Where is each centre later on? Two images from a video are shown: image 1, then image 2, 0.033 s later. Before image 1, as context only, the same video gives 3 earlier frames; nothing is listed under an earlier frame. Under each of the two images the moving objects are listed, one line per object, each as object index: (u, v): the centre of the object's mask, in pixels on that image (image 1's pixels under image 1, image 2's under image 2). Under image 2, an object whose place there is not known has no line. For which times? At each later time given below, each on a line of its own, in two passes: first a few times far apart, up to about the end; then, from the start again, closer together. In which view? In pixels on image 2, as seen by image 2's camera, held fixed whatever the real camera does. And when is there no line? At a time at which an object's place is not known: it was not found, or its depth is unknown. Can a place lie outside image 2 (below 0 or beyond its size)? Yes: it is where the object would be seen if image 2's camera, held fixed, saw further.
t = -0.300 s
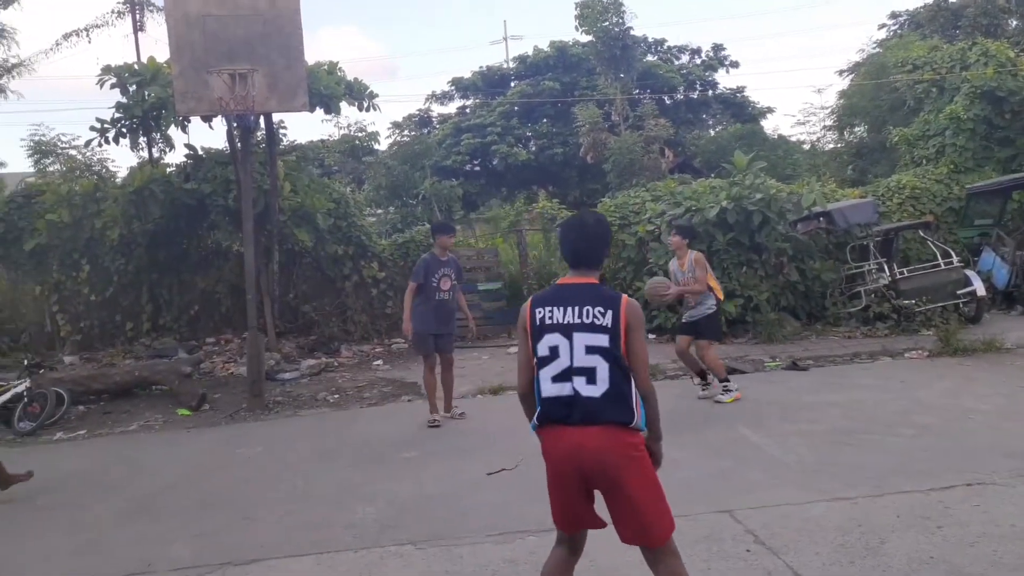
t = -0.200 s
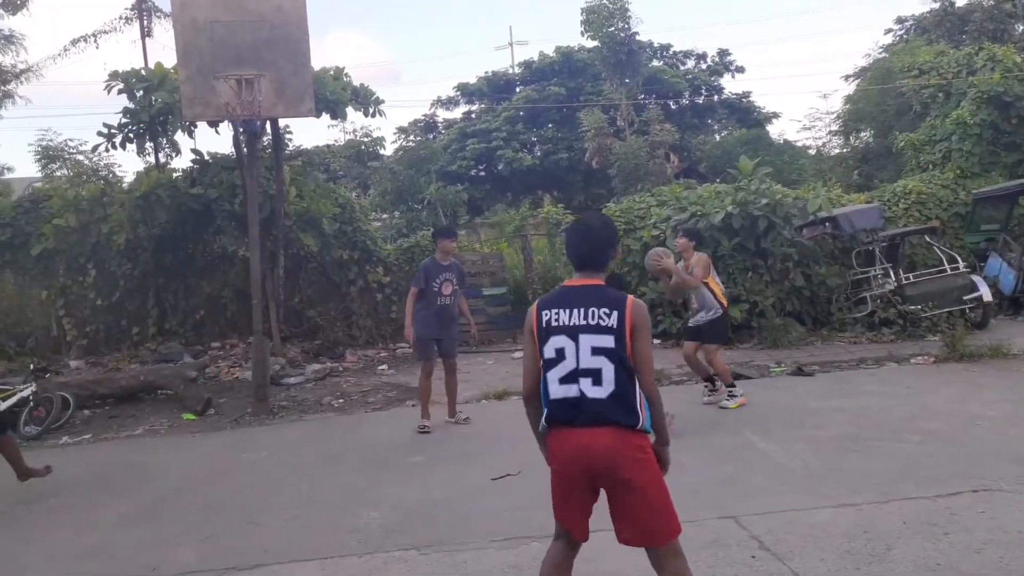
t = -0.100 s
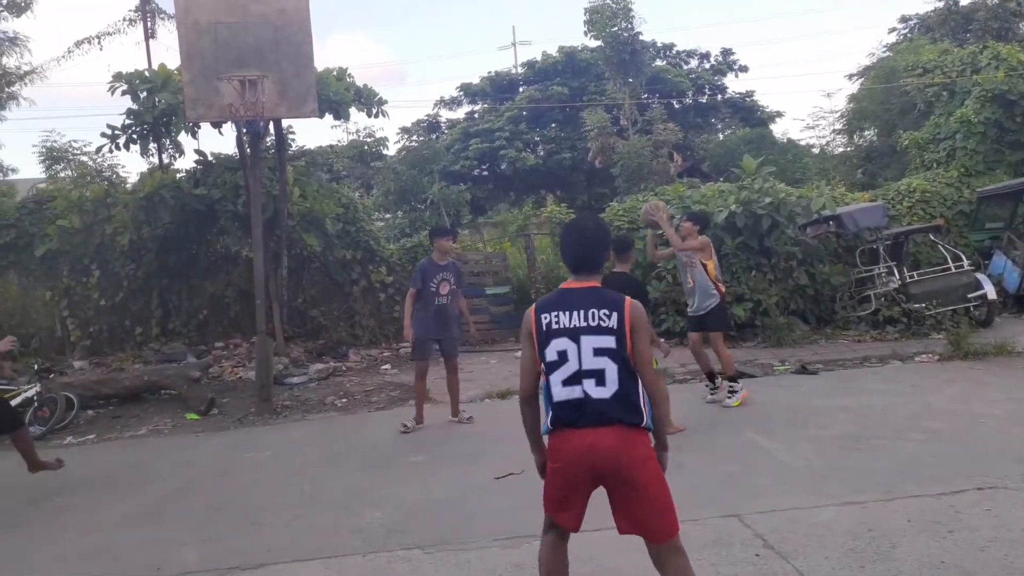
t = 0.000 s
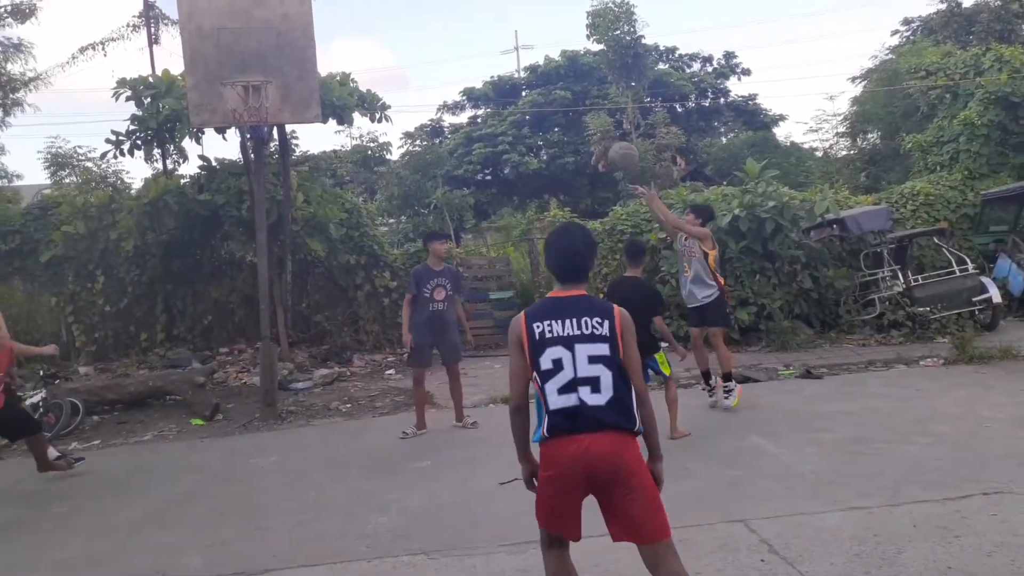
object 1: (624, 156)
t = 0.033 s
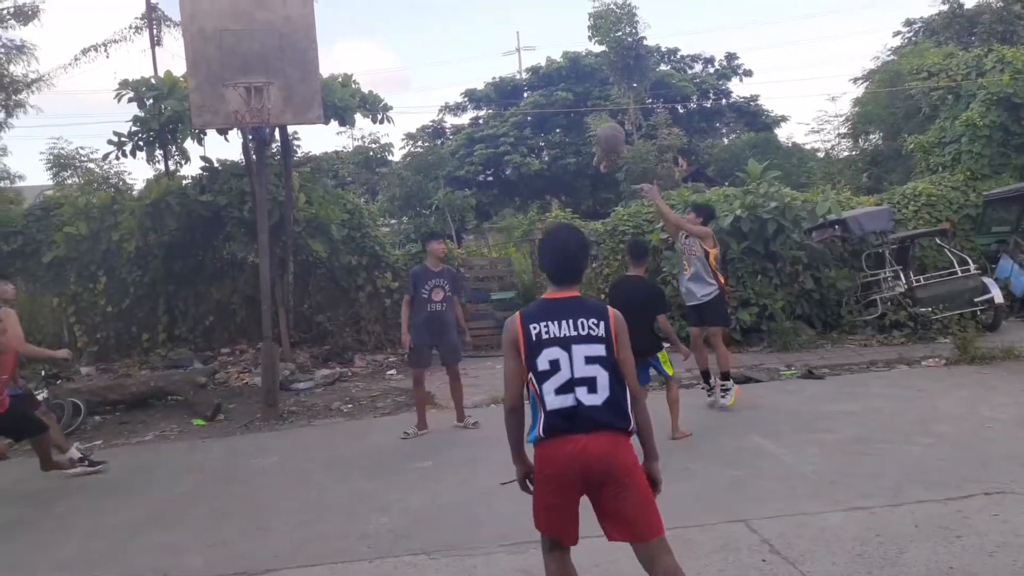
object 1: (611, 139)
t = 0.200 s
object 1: (537, 54)
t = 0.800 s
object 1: (285, 21)
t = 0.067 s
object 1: (596, 118)
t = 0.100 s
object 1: (581, 99)
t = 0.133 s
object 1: (566, 84)
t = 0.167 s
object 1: (551, 68)
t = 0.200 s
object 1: (537, 54)
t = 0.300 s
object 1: (495, 17)
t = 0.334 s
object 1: (481, 7)
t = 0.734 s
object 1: (312, 1)
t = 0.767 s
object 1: (298, 10)
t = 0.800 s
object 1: (285, 21)
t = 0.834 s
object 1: (275, 34)
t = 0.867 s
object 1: (264, 48)
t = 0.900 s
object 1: (252, 58)
